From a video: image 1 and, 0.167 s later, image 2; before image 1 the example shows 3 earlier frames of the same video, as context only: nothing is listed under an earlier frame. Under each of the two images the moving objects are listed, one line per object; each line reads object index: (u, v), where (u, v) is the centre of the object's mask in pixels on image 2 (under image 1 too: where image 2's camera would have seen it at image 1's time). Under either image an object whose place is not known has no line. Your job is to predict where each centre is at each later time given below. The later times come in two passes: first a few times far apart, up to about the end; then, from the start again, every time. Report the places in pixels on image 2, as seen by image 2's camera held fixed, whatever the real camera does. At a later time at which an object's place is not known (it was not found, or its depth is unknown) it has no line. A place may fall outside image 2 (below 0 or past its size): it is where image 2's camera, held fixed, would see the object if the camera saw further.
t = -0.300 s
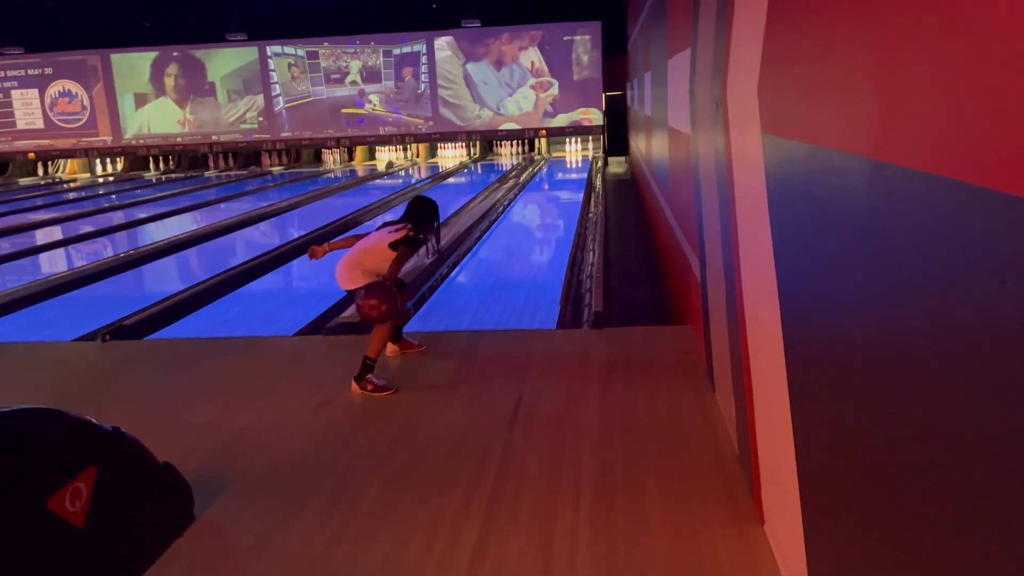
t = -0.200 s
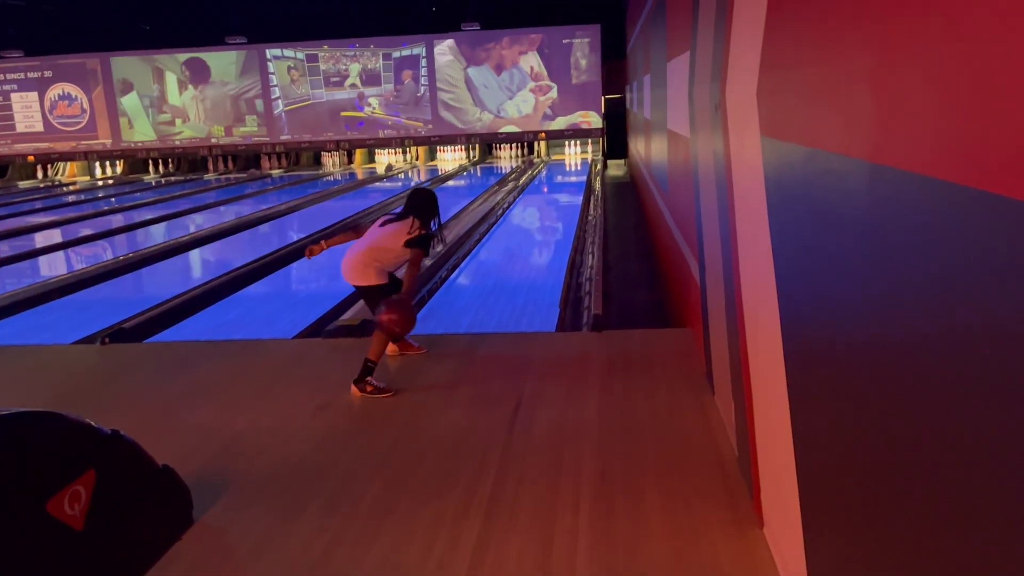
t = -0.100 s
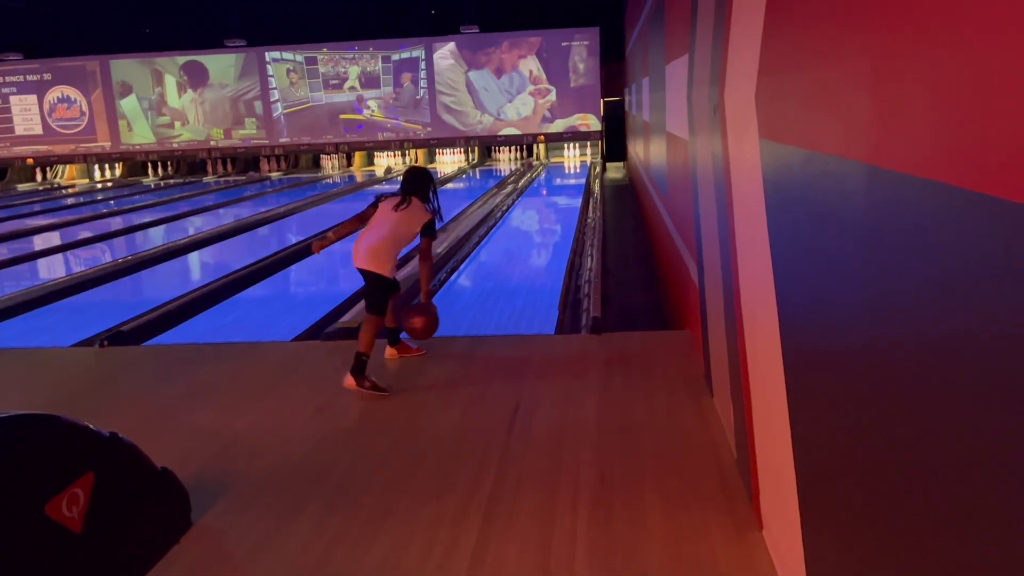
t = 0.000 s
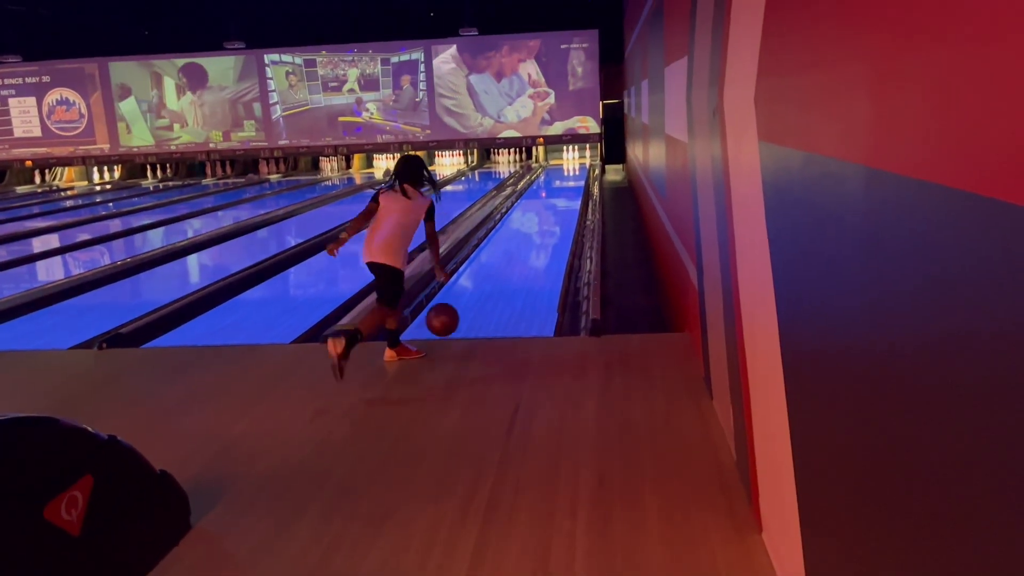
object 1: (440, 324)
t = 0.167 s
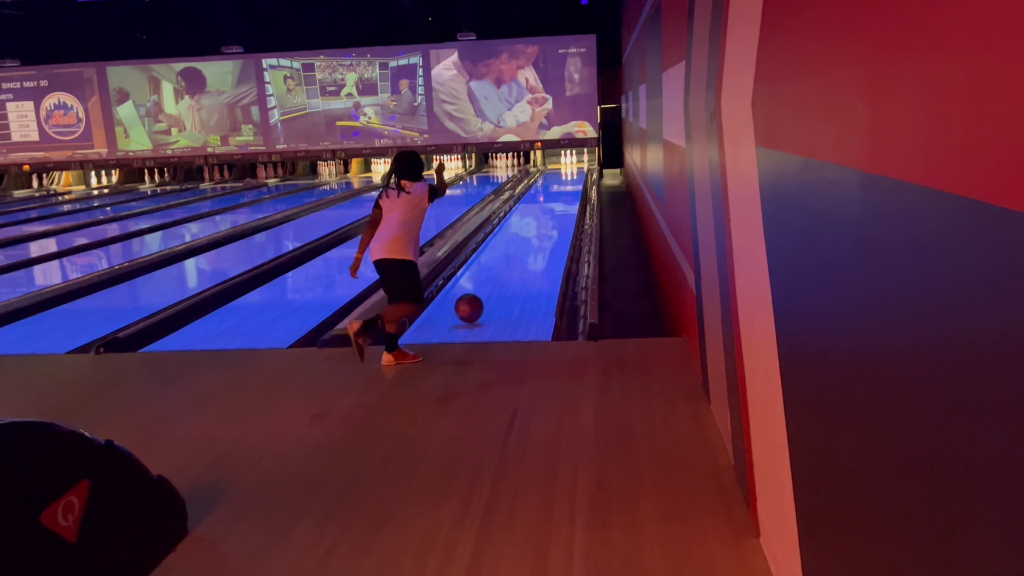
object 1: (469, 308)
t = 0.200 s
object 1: (474, 305)
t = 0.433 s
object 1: (501, 275)
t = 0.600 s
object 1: (516, 259)
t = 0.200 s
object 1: (474, 305)
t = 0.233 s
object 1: (478, 300)
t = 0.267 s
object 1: (483, 296)
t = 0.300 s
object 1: (486, 291)
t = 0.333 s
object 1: (490, 287)
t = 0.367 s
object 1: (494, 283)
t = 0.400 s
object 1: (498, 279)
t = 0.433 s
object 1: (501, 275)
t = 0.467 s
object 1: (504, 272)
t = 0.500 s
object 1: (507, 268)
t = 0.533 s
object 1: (510, 265)
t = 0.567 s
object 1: (513, 262)
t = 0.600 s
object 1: (516, 259)
